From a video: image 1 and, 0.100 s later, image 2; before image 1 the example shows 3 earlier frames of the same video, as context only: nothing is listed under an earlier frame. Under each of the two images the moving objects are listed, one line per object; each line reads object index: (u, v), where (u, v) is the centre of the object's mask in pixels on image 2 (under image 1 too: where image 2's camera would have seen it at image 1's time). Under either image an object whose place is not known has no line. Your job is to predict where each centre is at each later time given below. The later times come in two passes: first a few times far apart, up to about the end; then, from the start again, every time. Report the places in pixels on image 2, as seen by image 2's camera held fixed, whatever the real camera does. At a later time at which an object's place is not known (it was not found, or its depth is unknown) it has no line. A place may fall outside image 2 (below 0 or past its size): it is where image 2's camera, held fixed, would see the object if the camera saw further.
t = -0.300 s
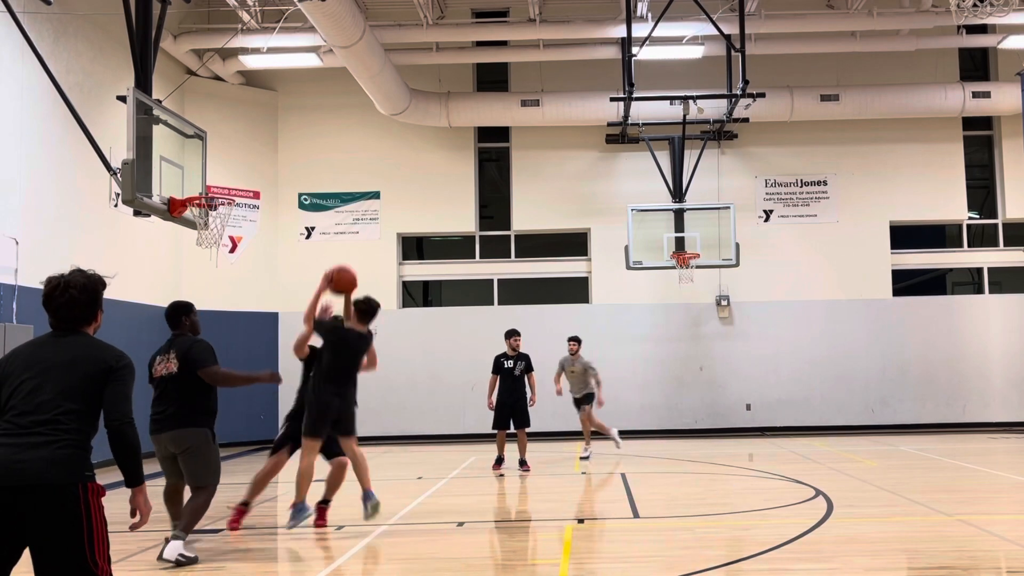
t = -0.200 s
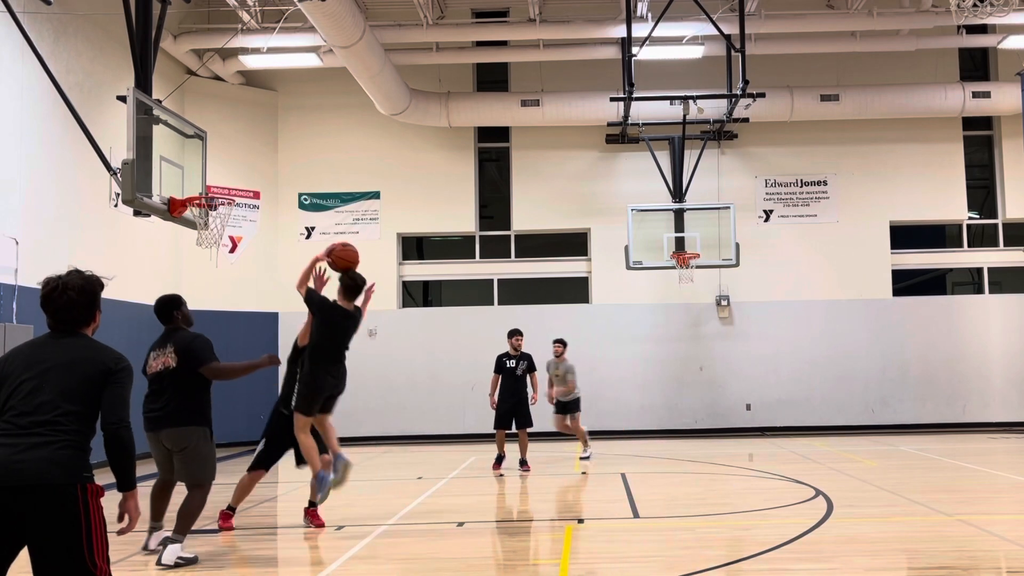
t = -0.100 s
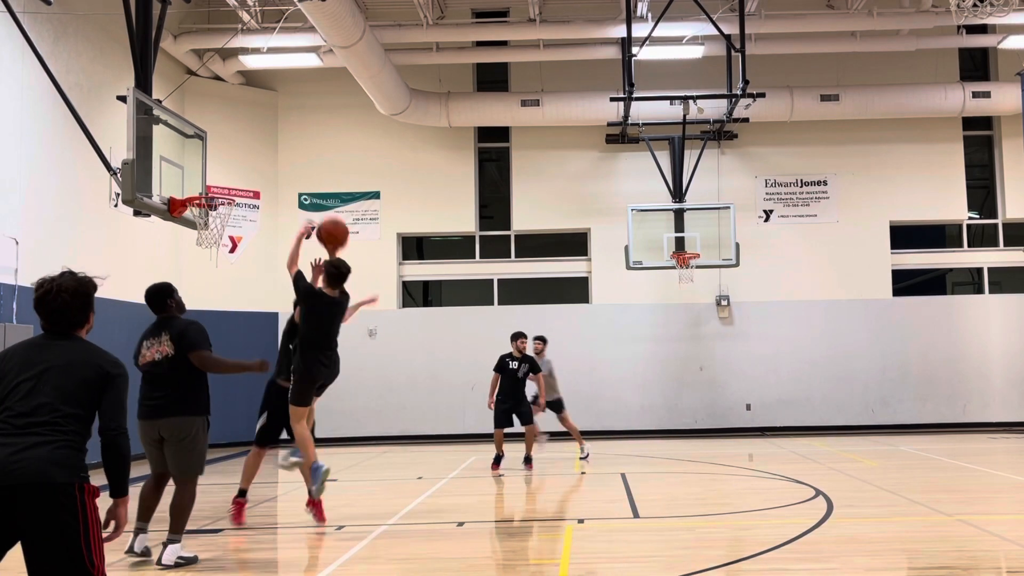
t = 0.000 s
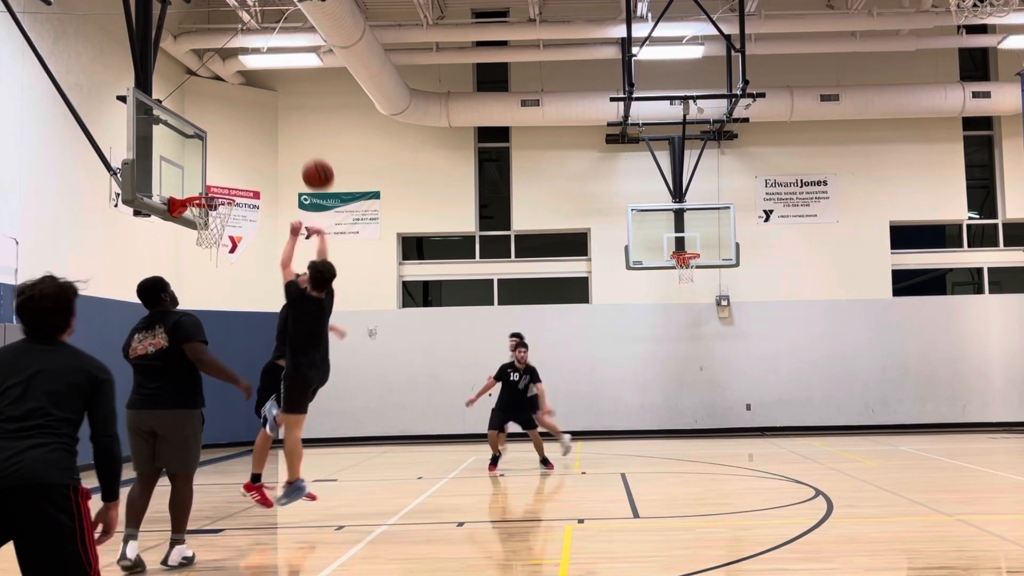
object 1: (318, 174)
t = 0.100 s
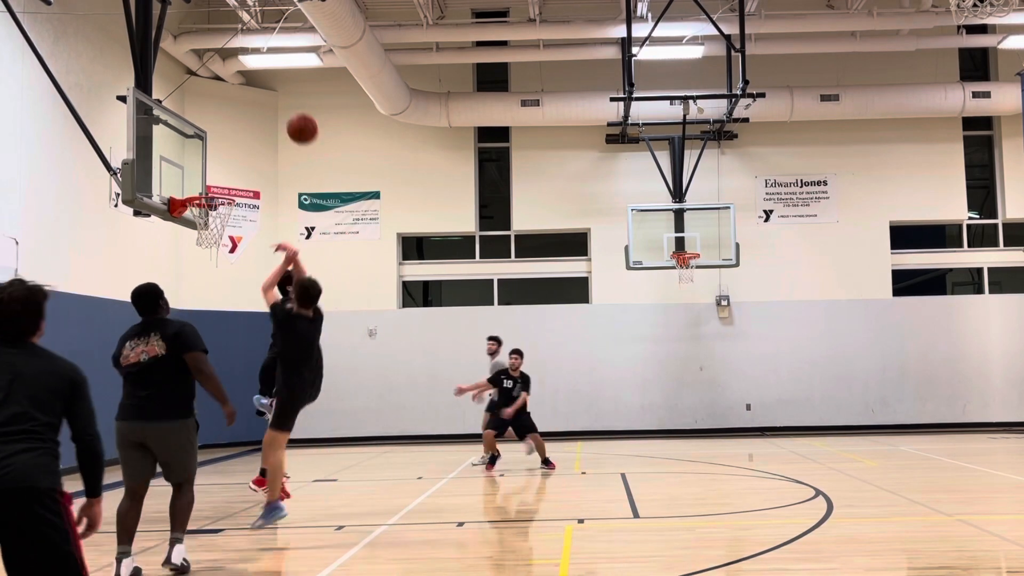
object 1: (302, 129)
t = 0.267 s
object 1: (278, 83)
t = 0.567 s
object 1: (242, 83)
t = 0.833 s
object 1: (213, 155)
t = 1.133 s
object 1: (208, 174)
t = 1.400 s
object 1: (215, 212)
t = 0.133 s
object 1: (298, 117)
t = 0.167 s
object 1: (292, 106)
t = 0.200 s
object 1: (288, 97)
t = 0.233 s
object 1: (283, 90)
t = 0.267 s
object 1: (278, 83)
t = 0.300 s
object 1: (274, 79)
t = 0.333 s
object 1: (270, 76)
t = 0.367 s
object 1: (266, 74)
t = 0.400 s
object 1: (261, 73)
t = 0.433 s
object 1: (257, 73)
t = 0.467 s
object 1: (253, 74)
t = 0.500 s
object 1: (249, 76)
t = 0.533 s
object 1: (245, 79)
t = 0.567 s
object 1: (242, 83)
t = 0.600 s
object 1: (238, 89)
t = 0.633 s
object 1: (234, 95)
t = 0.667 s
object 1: (231, 103)
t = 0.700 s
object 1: (227, 112)
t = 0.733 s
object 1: (223, 121)
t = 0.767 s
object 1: (220, 132)
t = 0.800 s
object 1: (217, 143)
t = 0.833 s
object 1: (213, 155)
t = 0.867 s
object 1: (209, 168)
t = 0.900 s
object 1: (206, 183)
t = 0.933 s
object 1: (205, 184)
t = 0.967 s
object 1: (206, 180)
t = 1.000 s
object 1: (206, 176)
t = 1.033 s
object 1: (207, 174)
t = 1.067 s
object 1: (207, 173)
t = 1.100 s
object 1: (207, 173)
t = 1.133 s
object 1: (208, 174)
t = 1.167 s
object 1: (208, 176)
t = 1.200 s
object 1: (208, 179)
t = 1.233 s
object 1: (208, 182)
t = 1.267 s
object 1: (208, 187)
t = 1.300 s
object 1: (209, 190)
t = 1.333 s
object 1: (209, 193)
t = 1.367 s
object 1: (213, 208)
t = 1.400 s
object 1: (215, 212)
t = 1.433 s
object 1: (216, 217)
